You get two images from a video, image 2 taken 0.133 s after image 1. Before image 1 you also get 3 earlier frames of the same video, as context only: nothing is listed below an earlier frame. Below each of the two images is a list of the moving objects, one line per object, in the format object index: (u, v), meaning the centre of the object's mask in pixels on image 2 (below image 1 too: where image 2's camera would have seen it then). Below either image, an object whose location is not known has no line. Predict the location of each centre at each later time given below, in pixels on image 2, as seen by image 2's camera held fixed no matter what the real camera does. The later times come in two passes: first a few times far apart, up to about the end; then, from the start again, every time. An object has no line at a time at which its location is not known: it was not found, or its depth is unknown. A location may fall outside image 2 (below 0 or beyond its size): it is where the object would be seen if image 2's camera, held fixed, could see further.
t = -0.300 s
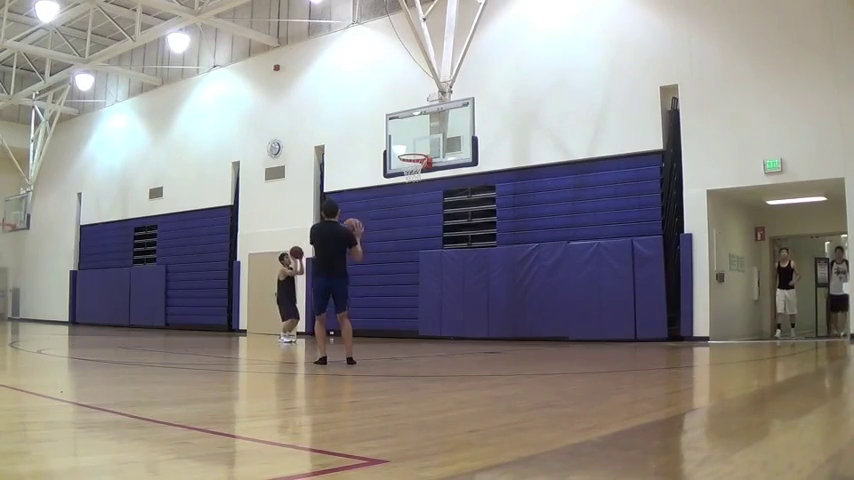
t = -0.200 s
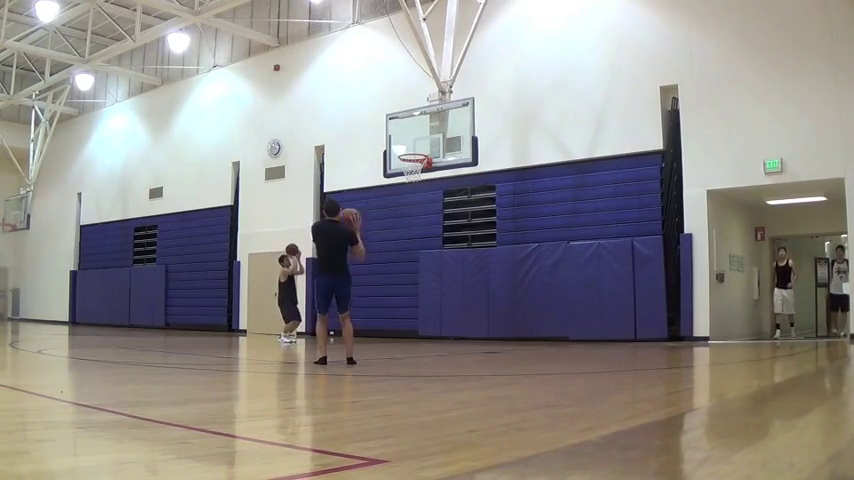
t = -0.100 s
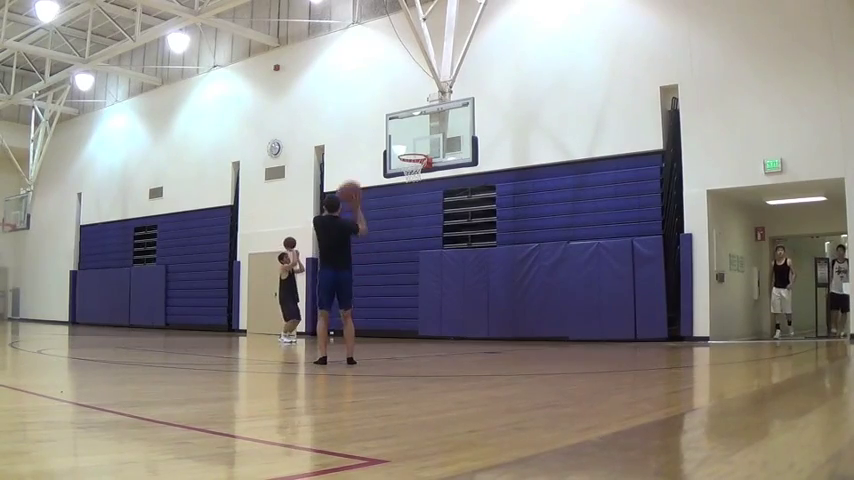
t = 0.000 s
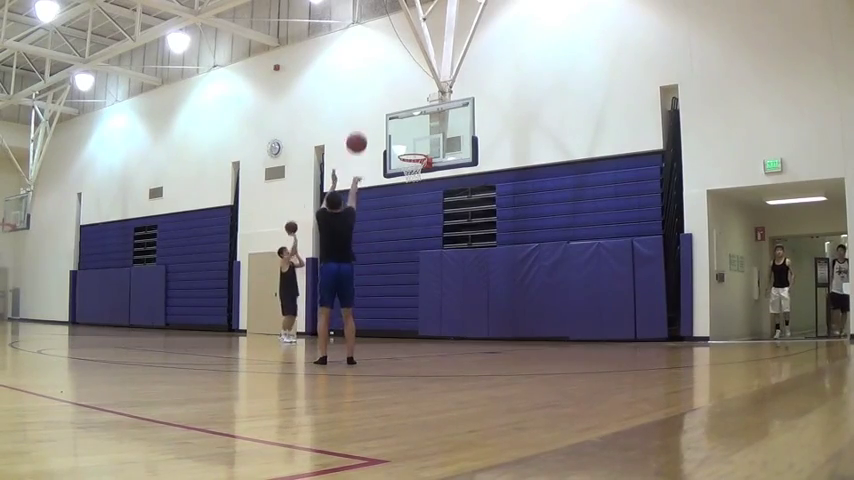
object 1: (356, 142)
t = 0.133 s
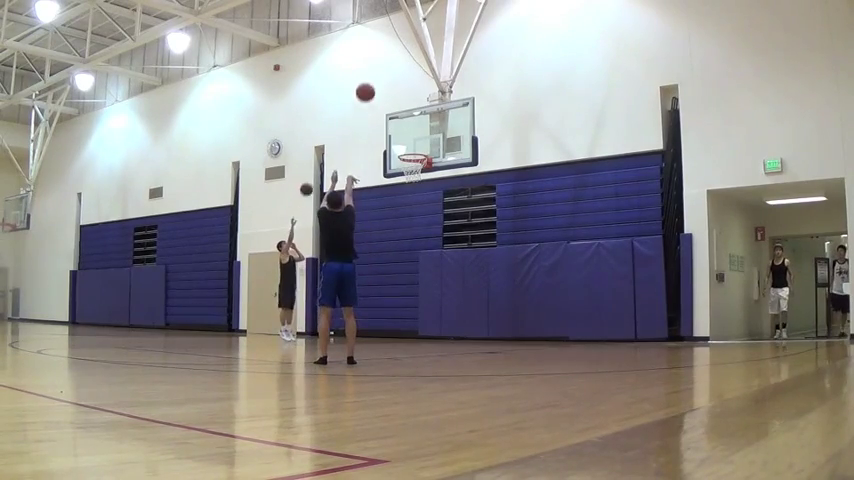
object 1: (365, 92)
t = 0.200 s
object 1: (369, 74)
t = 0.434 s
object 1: (382, 41)
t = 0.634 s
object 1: (391, 43)
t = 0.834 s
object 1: (399, 70)
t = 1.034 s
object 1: (405, 117)
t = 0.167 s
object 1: (367, 82)
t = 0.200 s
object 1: (369, 74)
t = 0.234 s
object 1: (371, 66)
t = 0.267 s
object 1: (373, 60)
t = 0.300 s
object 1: (375, 54)
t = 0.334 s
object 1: (376, 49)
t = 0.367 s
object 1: (378, 46)
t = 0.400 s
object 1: (380, 43)
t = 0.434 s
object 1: (382, 41)
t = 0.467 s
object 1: (383, 39)
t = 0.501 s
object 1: (385, 38)
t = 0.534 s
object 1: (386, 39)
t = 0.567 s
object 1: (388, 39)
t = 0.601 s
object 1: (389, 41)
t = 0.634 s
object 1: (391, 43)
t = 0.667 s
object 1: (392, 46)
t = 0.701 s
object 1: (394, 49)
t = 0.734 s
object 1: (395, 54)
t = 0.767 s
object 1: (396, 58)
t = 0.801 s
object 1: (397, 64)
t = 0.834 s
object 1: (399, 70)
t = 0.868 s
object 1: (400, 76)
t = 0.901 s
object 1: (401, 83)
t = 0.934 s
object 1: (402, 91)
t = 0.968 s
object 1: (403, 99)
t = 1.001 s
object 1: (404, 107)
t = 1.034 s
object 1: (405, 117)
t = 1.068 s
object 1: (406, 127)
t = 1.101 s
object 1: (408, 137)
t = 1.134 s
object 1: (409, 147)
